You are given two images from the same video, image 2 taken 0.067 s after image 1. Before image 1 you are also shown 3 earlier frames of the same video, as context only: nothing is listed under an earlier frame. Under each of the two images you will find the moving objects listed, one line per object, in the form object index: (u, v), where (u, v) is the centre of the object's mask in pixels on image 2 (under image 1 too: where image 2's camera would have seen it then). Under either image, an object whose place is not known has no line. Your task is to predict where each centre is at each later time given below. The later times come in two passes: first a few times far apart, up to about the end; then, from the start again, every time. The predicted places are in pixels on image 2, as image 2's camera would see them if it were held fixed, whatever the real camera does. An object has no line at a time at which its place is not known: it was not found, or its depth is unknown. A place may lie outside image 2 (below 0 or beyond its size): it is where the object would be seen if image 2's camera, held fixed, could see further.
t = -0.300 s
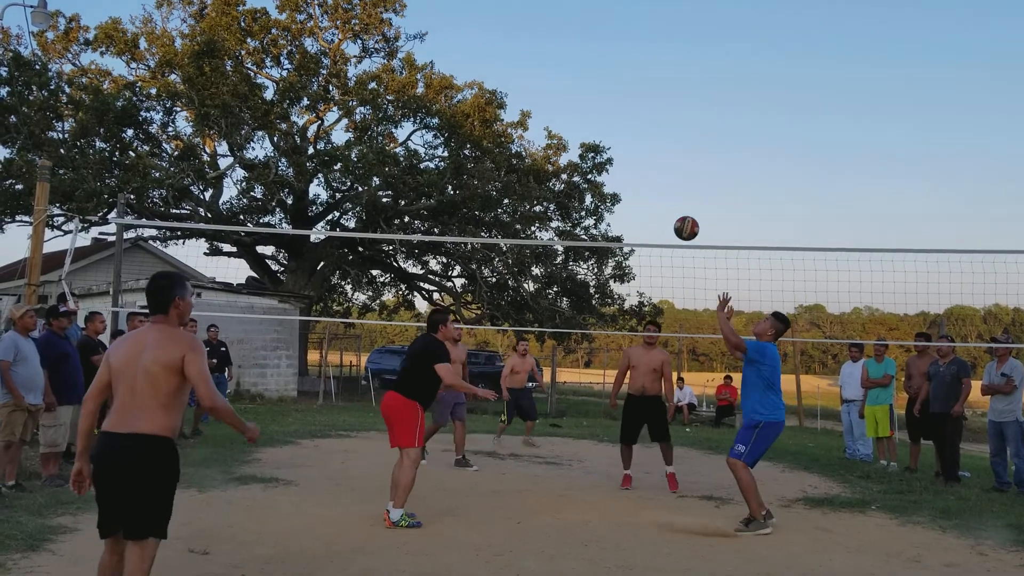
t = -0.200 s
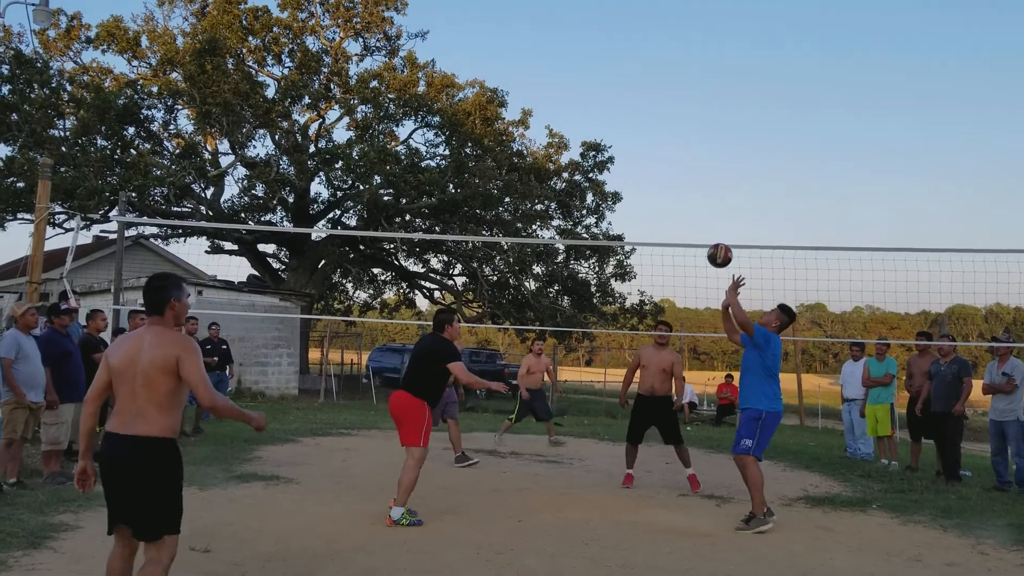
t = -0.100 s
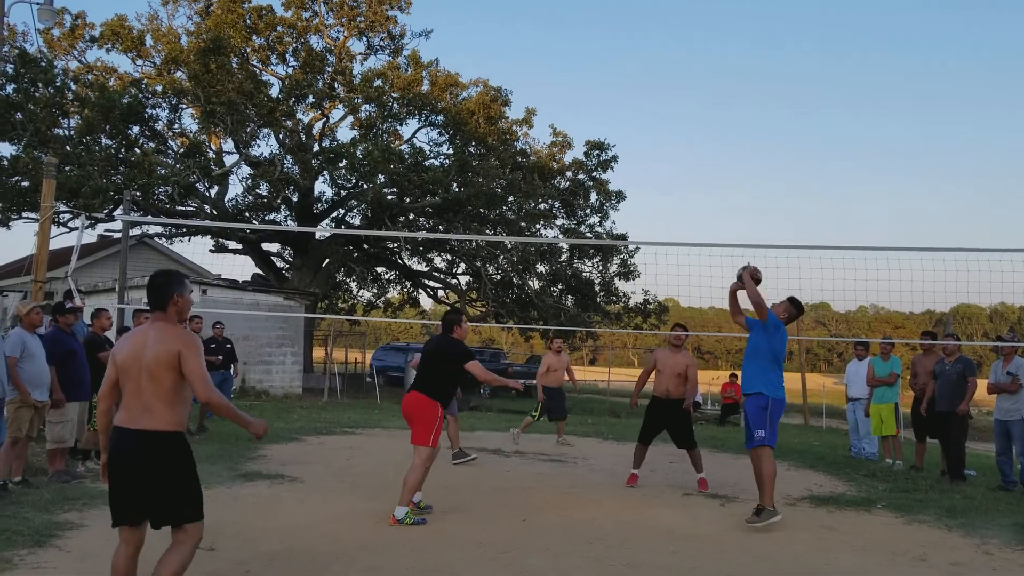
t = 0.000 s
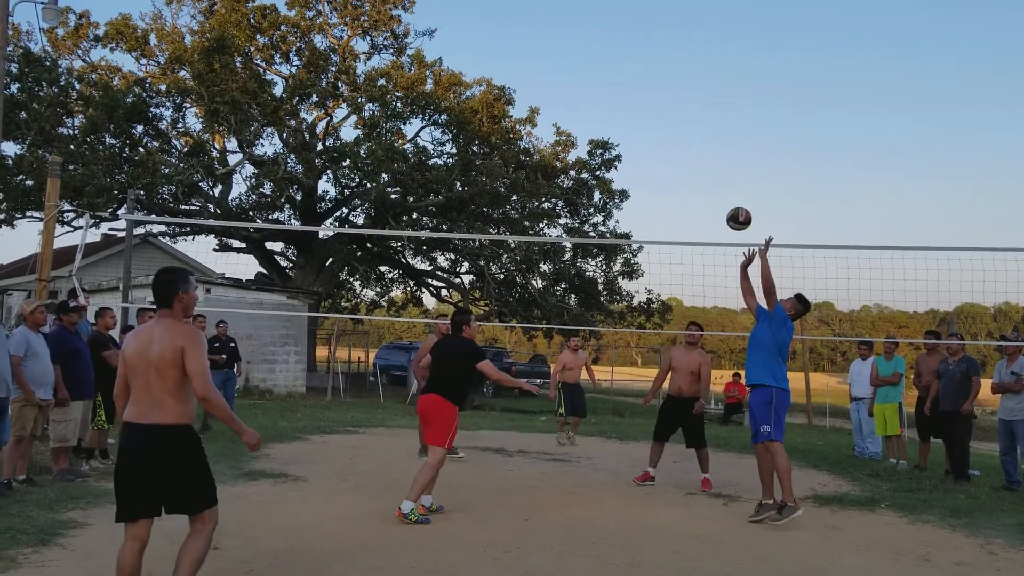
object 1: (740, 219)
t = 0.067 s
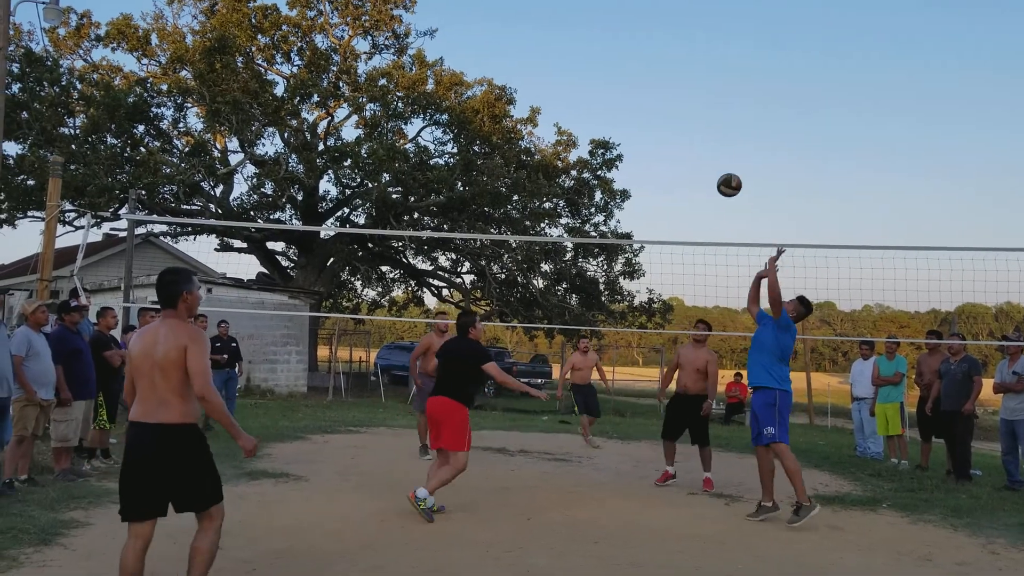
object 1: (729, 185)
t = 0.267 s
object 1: (696, 115)
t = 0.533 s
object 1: (651, 90)
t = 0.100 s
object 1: (723, 170)
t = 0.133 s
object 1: (718, 157)
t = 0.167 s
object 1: (713, 144)
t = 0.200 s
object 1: (707, 133)
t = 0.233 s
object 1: (702, 123)
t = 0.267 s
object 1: (696, 115)
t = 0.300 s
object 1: (690, 107)
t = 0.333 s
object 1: (685, 101)
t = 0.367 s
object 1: (679, 96)
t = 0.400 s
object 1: (673, 93)
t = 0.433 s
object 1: (668, 90)
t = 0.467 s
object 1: (662, 88)
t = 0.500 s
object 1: (657, 89)
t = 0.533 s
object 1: (651, 90)
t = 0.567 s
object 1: (646, 92)
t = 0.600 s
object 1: (639, 95)
